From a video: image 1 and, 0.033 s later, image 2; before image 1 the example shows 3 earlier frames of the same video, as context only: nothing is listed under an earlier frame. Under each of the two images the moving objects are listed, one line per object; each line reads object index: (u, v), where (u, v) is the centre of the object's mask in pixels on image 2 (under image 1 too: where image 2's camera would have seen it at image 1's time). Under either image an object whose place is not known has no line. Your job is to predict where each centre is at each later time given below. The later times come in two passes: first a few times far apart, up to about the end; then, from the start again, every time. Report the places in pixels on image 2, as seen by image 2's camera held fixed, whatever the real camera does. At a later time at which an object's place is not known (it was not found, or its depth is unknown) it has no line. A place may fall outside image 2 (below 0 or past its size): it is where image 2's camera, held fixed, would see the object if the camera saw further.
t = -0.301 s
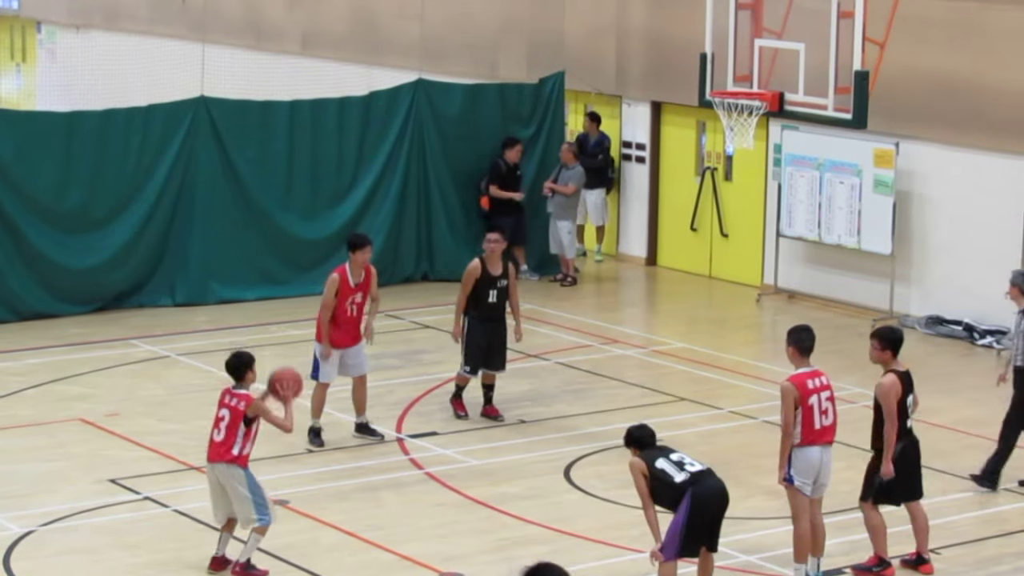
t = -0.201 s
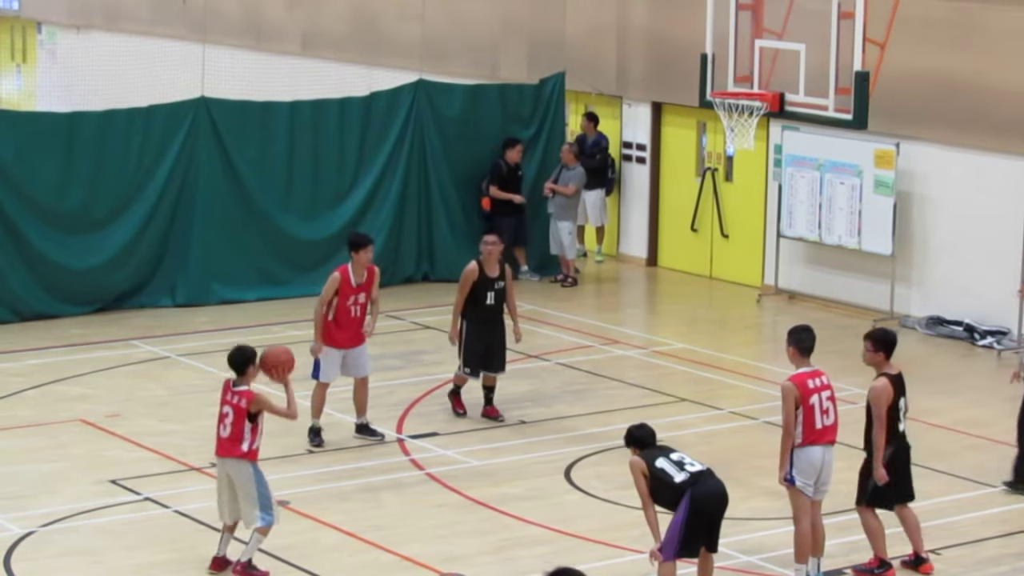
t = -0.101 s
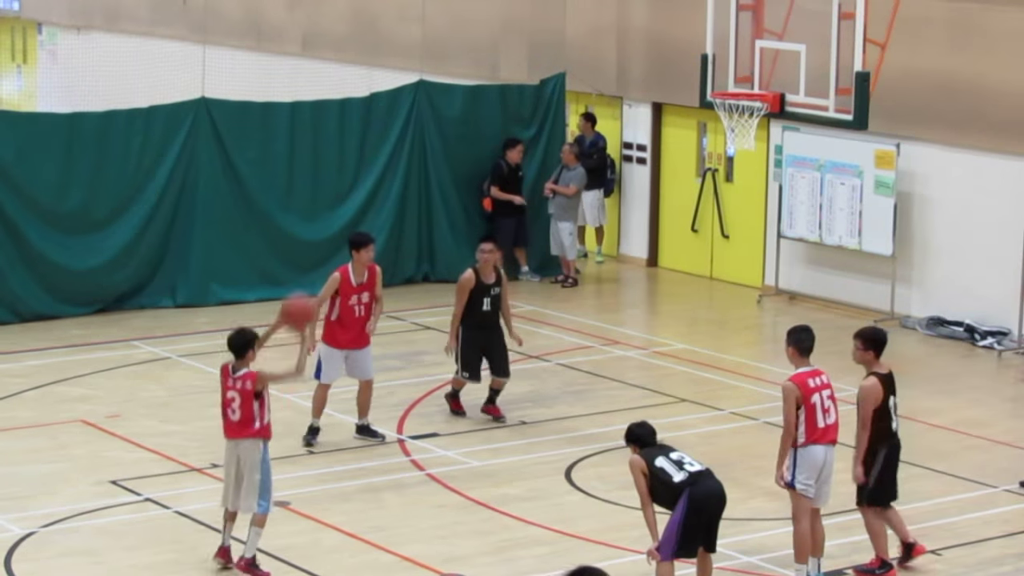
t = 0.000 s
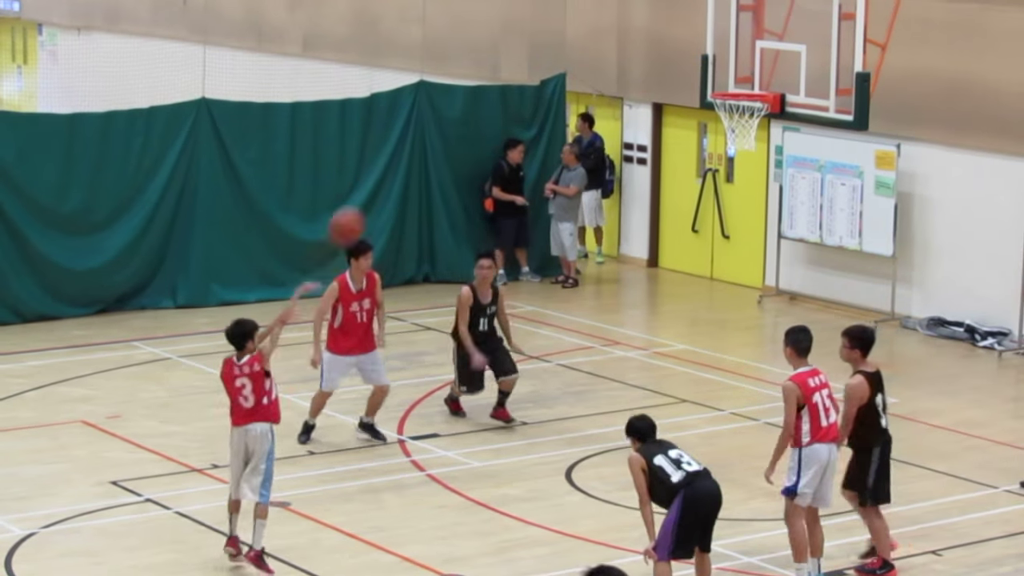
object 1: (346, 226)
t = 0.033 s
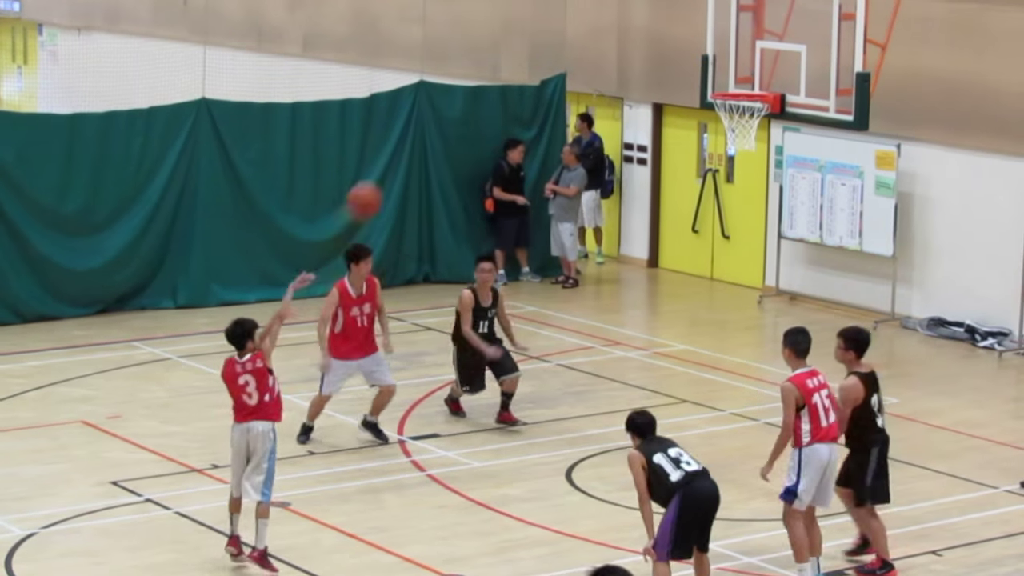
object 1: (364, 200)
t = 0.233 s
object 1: (463, 83)
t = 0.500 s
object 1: (586, 16)
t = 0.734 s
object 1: (682, 37)
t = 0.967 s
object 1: (754, 71)
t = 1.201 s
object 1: (771, 64)
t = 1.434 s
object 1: (743, 88)
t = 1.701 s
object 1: (721, 140)
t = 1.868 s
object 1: (722, 185)
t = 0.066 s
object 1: (380, 176)
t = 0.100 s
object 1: (397, 154)
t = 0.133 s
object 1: (415, 134)
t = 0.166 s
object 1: (431, 115)
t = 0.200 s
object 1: (447, 99)
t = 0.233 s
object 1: (463, 83)
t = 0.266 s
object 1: (479, 70)
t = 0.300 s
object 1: (495, 58)
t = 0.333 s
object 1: (510, 47)
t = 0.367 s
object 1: (526, 38)
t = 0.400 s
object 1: (541, 31)
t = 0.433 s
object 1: (556, 25)
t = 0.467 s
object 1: (571, 20)
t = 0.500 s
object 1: (586, 16)
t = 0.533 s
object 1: (599, 15)
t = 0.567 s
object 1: (614, 15)
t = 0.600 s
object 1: (627, 16)
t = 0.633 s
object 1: (642, 19)
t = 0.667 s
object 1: (655, 24)
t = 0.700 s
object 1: (669, 30)
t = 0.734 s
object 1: (682, 37)
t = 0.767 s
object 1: (695, 45)
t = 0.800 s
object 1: (708, 55)
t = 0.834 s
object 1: (721, 65)
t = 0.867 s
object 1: (734, 79)
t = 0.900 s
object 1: (742, 81)
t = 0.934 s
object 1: (749, 76)
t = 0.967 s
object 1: (754, 71)
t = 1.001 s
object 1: (761, 67)
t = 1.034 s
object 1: (767, 64)
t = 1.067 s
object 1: (774, 64)
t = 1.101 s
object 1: (779, 65)
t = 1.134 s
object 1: (778, 64)
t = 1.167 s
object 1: (775, 63)
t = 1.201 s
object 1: (771, 64)
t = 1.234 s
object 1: (767, 65)
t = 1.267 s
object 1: (764, 68)
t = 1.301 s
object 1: (760, 74)
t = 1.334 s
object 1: (756, 79)
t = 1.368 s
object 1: (751, 85)
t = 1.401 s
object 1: (748, 88)
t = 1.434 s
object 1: (743, 88)
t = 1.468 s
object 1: (739, 91)
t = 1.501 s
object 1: (735, 113)
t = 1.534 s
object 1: (728, 113)
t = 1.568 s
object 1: (723, 114)
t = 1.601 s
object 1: (724, 122)
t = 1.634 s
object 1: (721, 130)
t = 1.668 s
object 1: (722, 138)
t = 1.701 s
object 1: (721, 140)
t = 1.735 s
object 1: (721, 146)
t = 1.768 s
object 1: (722, 154)
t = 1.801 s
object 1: (722, 164)
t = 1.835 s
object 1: (723, 174)
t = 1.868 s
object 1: (722, 185)
